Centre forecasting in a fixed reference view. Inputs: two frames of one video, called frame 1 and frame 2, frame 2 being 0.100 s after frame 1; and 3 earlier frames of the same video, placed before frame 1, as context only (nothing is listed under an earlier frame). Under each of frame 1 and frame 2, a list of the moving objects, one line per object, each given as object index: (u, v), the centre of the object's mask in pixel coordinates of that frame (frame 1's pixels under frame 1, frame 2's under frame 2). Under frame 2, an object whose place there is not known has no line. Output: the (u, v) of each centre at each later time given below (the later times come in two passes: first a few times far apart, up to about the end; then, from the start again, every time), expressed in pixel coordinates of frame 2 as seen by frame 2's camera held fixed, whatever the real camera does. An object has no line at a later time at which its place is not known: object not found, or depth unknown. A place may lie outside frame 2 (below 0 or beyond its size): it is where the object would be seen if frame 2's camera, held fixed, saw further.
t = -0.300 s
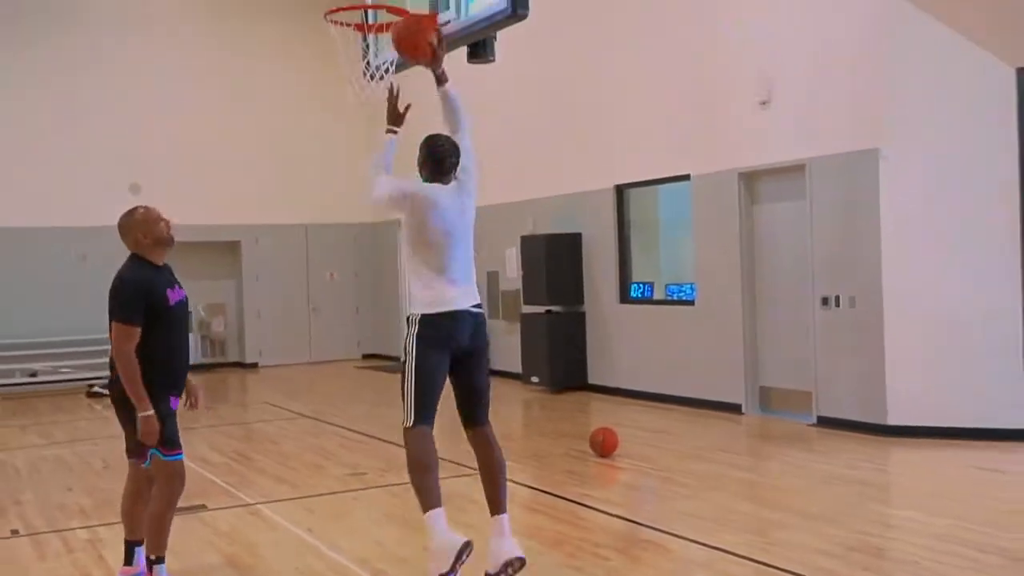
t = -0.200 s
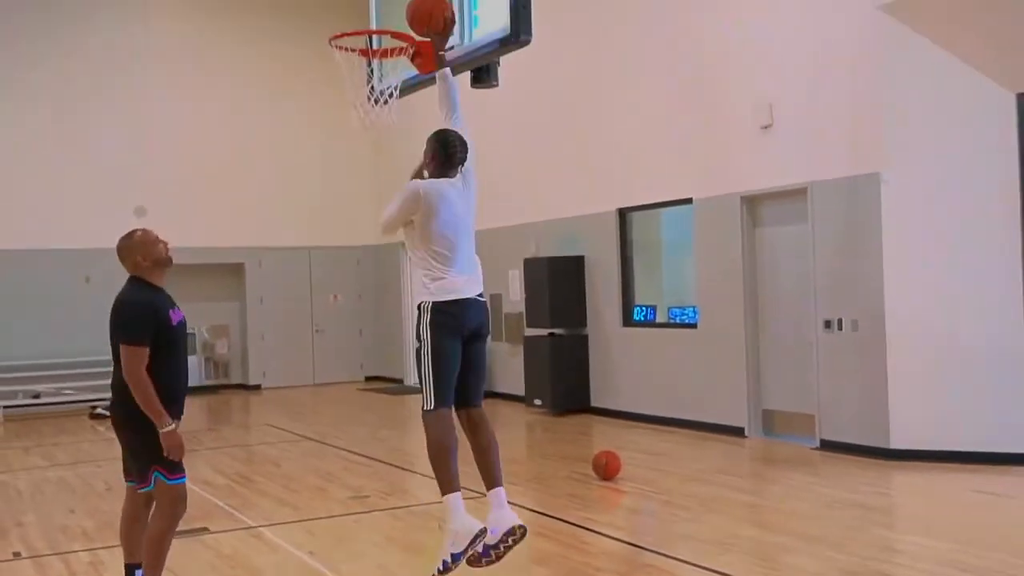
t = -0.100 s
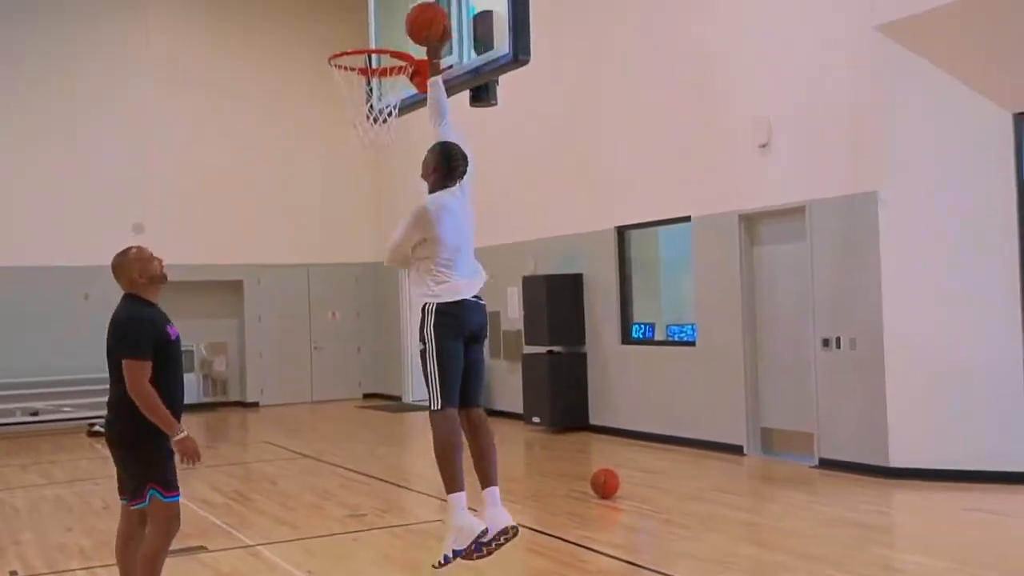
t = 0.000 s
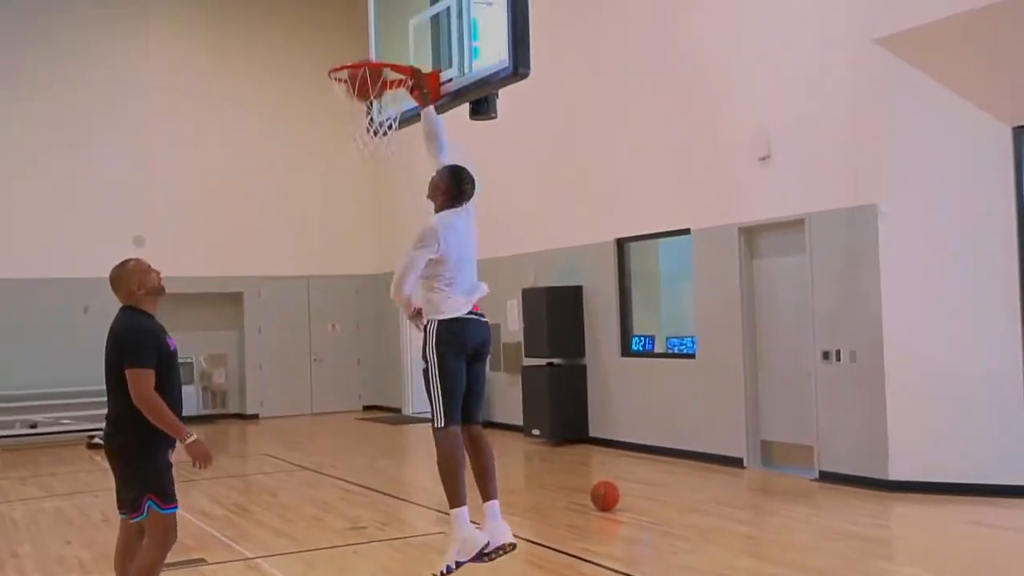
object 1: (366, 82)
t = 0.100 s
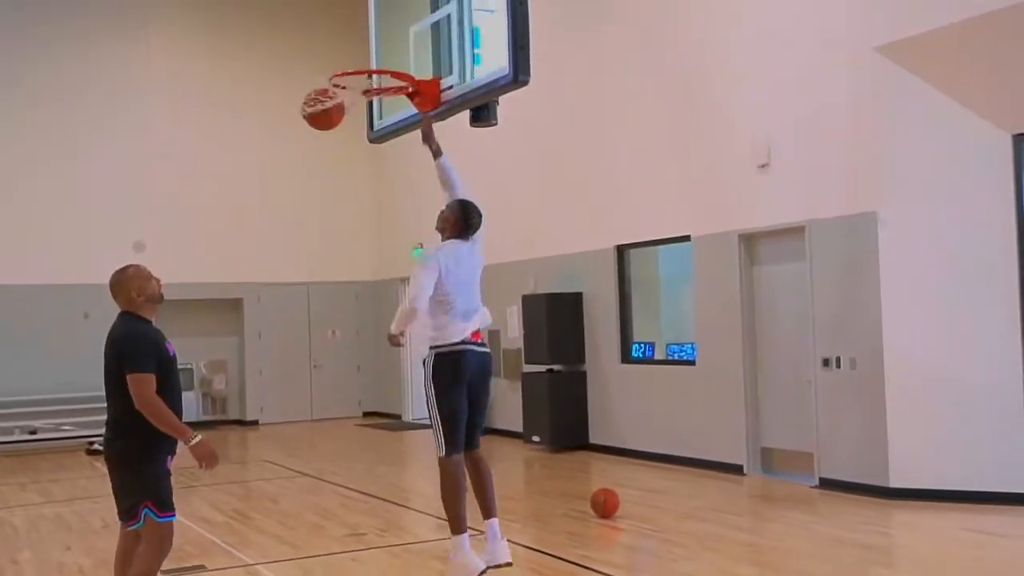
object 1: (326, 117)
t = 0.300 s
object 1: (316, 116)
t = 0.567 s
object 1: (313, 236)
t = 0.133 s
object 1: (323, 111)
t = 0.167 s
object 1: (321, 107)
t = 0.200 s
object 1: (319, 106)
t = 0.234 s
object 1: (318, 108)
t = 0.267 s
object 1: (318, 110)
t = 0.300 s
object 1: (316, 116)
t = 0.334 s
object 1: (316, 123)
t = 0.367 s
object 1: (315, 133)
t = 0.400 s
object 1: (315, 145)
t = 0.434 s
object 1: (315, 159)
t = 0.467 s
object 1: (315, 175)
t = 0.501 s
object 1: (314, 193)
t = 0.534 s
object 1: (313, 213)
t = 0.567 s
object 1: (313, 236)
